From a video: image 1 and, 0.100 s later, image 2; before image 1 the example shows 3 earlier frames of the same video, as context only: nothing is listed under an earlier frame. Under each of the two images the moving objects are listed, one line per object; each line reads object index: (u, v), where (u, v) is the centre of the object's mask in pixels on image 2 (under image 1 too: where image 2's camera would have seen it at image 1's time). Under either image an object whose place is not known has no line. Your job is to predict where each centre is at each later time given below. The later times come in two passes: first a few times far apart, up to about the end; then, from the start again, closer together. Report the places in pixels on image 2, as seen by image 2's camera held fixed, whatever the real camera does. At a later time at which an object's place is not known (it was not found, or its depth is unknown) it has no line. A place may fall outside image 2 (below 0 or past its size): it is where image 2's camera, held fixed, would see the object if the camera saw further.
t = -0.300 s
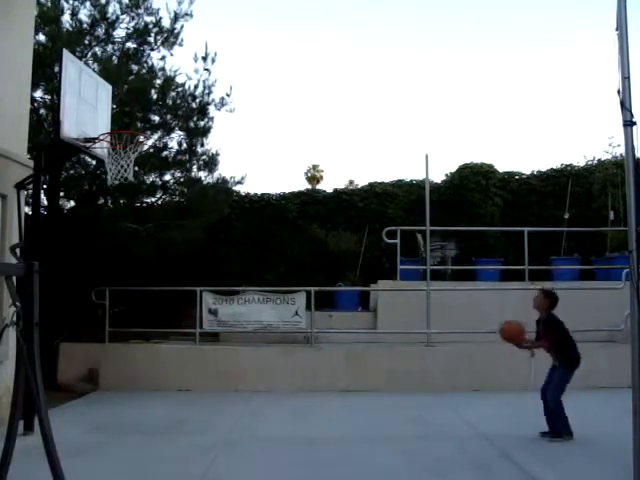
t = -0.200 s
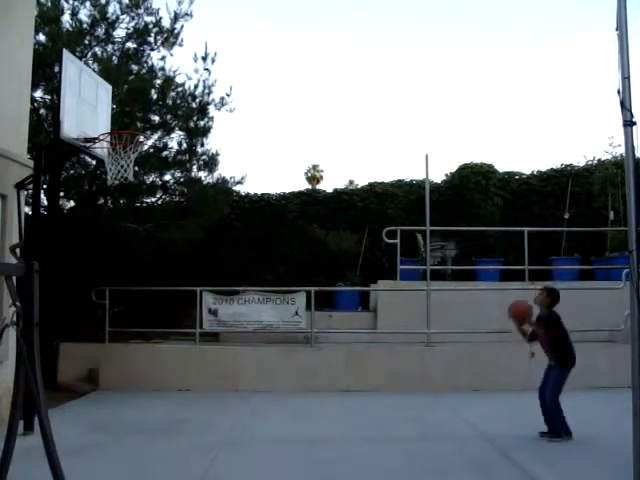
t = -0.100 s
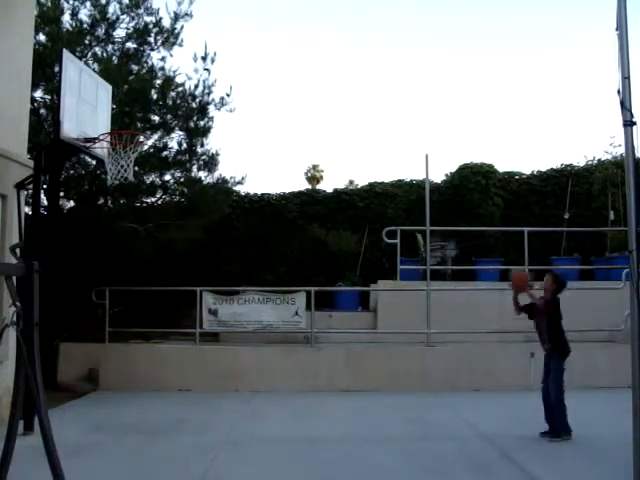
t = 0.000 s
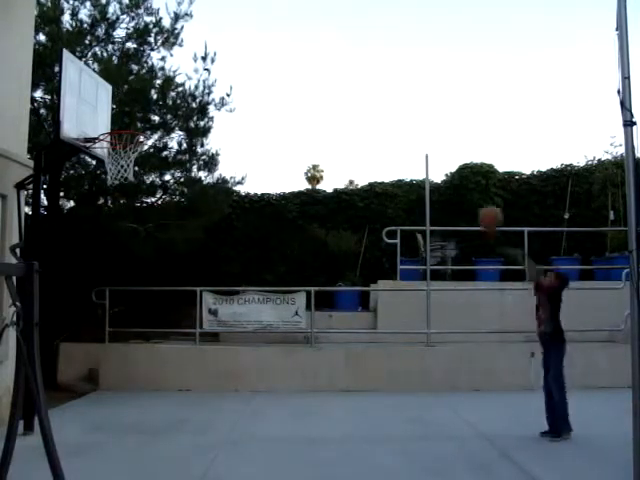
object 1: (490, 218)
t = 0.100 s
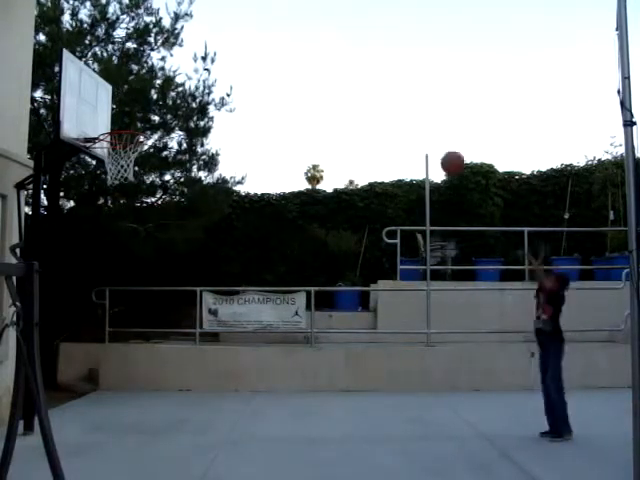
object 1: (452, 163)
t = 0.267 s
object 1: (389, 95)
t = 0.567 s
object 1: (280, 47)
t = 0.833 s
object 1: (185, 78)
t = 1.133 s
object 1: (101, 166)
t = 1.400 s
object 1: (81, 233)
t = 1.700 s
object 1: (61, 390)
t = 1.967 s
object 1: (78, 318)
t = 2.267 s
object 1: (104, 249)
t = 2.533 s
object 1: (125, 261)
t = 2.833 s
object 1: (147, 359)
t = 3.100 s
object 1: (168, 363)
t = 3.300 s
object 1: (184, 315)
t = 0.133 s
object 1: (440, 146)
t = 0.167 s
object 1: (427, 132)
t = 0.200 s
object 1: (414, 119)
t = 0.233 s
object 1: (402, 106)
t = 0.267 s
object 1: (389, 95)
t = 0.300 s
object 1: (377, 86)
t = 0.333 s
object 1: (365, 77)
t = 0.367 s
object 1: (353, 69)
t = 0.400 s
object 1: (340, 63)
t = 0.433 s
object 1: (328, 58)
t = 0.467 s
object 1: (316, 53)
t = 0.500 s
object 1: (304, 50)
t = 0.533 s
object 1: (292, 48)
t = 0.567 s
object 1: (280, 47)
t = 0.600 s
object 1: (268, 47)
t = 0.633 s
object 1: (256, 48)
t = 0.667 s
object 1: (244, 51)
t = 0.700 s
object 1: (232, 54)
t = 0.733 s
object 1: (220, 59)
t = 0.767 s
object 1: (208, 64)
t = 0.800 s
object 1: (197, 70)
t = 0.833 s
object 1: (185, 78)
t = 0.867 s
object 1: (171, 87)
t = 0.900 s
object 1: (161, 96)
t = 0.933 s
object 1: (149, 106)
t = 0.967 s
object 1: (138, 118)
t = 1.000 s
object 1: (122, 132)
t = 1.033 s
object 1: (118, 147)
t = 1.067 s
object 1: (104, 154)
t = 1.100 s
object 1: (103, 167)
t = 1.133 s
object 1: (101, 166)
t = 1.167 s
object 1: (96, 168)
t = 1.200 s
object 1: (96, 177)
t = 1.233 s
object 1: (92, 182)
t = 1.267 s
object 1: (90, 191)
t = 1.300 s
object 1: (88, 200)
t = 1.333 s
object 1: (87, 210)
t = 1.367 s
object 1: (83, 221)
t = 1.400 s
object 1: (81, 233)
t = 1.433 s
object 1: (79, 245)
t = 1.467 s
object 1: (76, 260)
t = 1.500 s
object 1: (75, 275)
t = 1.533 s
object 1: (73, 292)
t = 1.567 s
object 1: (71, 309)
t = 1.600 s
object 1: (69, 327)
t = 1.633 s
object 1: (67, 346)
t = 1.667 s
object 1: (64, 371)
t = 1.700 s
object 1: (61, 390)
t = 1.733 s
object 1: (57, 412)
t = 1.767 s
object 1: (59, 414)
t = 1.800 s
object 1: (62, 395)
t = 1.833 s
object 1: (66, 378)
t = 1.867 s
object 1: (70, 361)
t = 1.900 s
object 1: (71, 345)
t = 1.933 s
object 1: (75, 331)
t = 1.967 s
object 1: (78, 318)
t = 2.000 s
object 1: (80, 305)
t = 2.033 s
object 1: (83, 294)
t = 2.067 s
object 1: (86, 285)
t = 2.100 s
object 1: (90, 276)
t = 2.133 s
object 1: (92, 268)
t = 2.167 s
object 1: (95, 261)
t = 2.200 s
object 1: (98, 256)
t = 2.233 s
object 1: (101, 252)
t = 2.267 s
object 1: (104, 249)
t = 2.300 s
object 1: (106, 246)
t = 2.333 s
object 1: (109, 246)
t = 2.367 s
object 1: (112, 245)
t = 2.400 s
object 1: (115, 246)
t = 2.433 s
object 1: (117, 250)
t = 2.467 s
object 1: (120, 253)
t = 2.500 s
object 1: (123, 256)
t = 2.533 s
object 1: (125, 261)
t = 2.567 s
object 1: (128, 268)
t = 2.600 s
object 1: (130, 275)
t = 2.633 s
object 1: (133, 283)
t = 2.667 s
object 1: (136, 292)
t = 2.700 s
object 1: (138, 304)
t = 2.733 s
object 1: (140, 316)
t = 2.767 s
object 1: (143, 328)
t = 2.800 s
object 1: (146, 342)
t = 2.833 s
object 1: (147, 359)
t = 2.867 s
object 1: (148, 375)
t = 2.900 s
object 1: (151, 392)
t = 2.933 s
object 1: (155, 408)
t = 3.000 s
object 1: (160, 403)
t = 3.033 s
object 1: (163, 389)
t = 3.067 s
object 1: (165, 375)
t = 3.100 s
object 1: (168, 363)
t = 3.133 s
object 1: (170, 352)
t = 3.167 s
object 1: (173, 342)
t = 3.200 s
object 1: (178, 332)
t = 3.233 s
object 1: (181, 324)
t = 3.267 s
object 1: (182, 318)
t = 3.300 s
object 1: (184, 315)
